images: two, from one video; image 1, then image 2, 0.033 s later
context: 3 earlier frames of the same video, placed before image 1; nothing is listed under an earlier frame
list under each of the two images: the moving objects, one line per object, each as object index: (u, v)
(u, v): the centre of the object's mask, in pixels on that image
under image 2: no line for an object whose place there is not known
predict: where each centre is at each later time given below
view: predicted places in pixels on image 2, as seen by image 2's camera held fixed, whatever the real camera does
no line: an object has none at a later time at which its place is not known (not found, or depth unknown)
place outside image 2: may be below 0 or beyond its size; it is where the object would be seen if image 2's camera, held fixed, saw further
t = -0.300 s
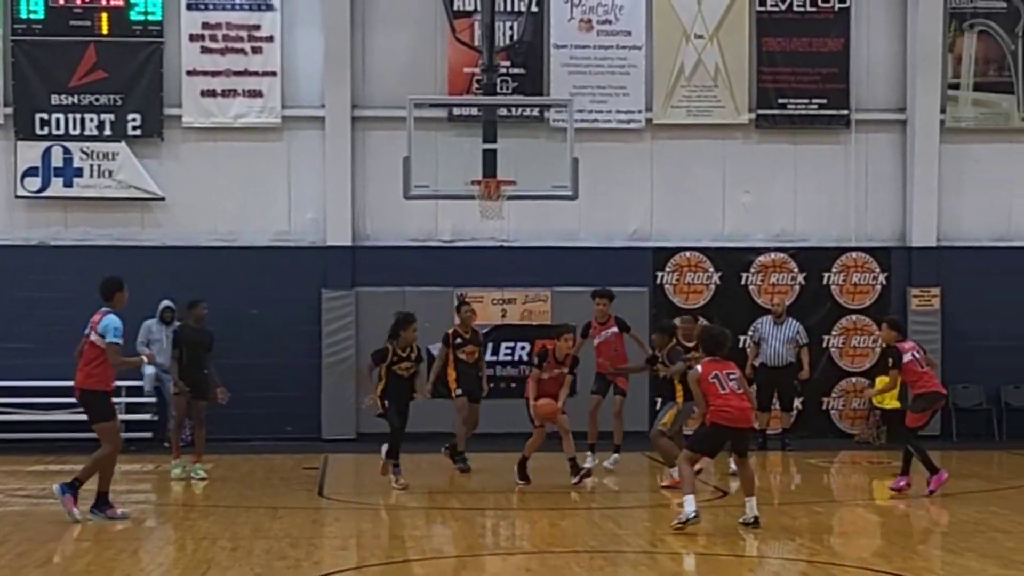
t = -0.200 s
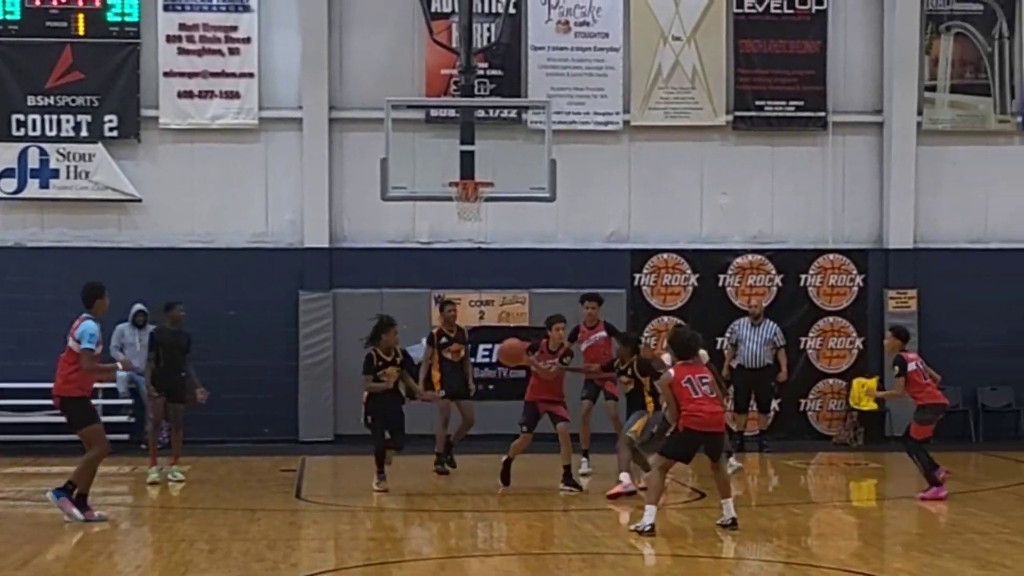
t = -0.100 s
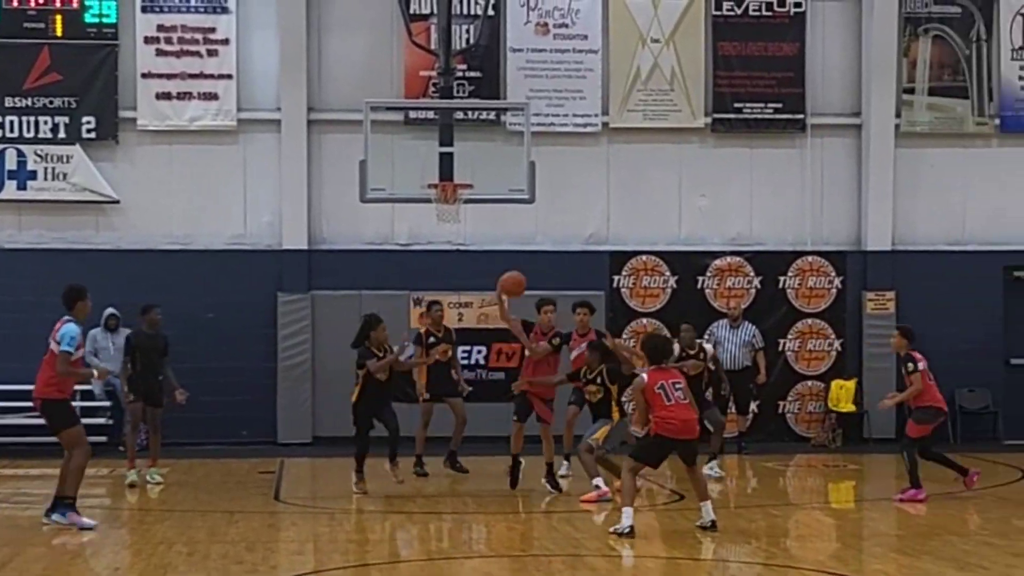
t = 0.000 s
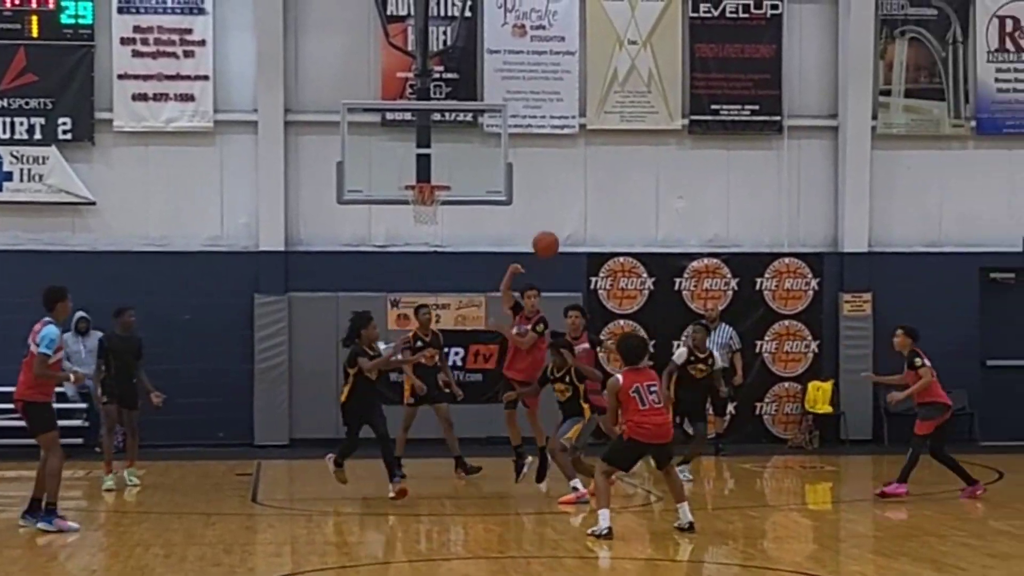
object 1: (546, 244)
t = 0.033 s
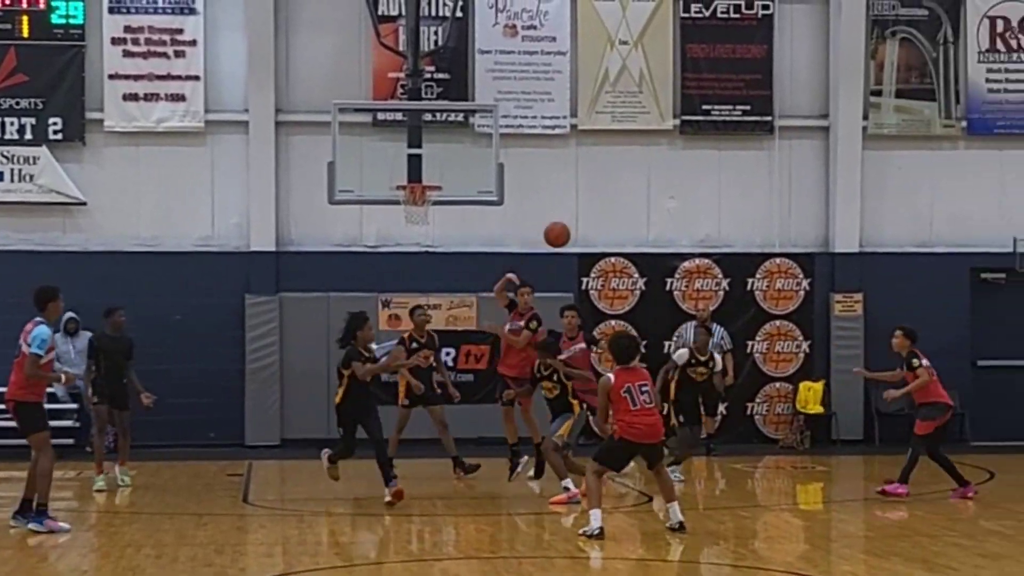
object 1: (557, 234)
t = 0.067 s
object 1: (577, 224)
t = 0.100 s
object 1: (598, 218)
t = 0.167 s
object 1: (640, 205)
